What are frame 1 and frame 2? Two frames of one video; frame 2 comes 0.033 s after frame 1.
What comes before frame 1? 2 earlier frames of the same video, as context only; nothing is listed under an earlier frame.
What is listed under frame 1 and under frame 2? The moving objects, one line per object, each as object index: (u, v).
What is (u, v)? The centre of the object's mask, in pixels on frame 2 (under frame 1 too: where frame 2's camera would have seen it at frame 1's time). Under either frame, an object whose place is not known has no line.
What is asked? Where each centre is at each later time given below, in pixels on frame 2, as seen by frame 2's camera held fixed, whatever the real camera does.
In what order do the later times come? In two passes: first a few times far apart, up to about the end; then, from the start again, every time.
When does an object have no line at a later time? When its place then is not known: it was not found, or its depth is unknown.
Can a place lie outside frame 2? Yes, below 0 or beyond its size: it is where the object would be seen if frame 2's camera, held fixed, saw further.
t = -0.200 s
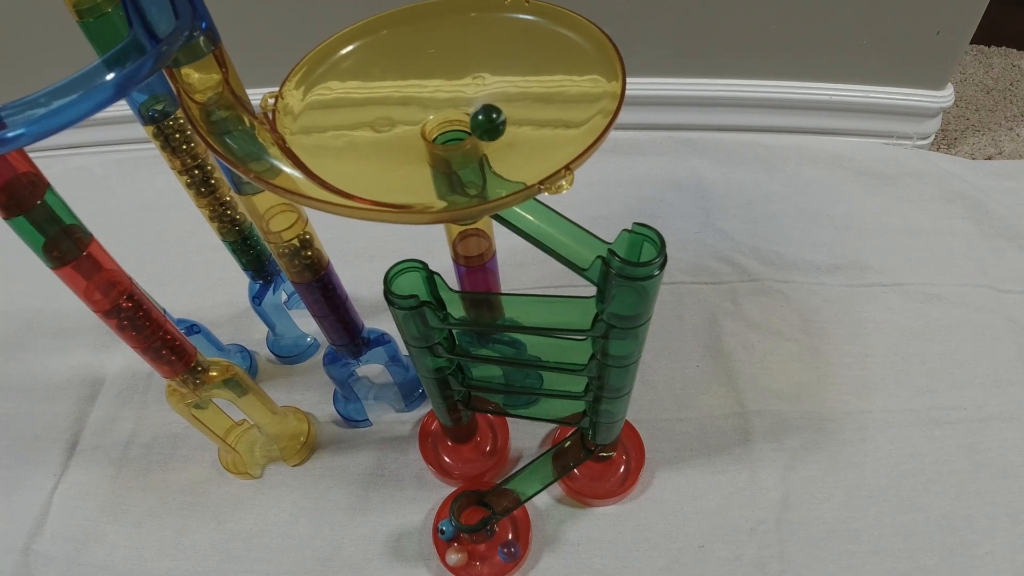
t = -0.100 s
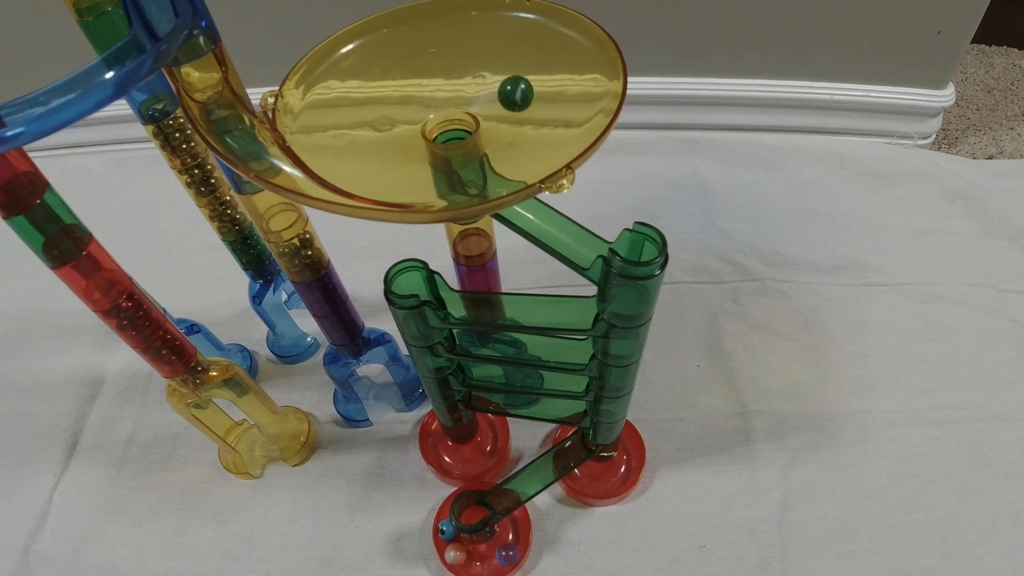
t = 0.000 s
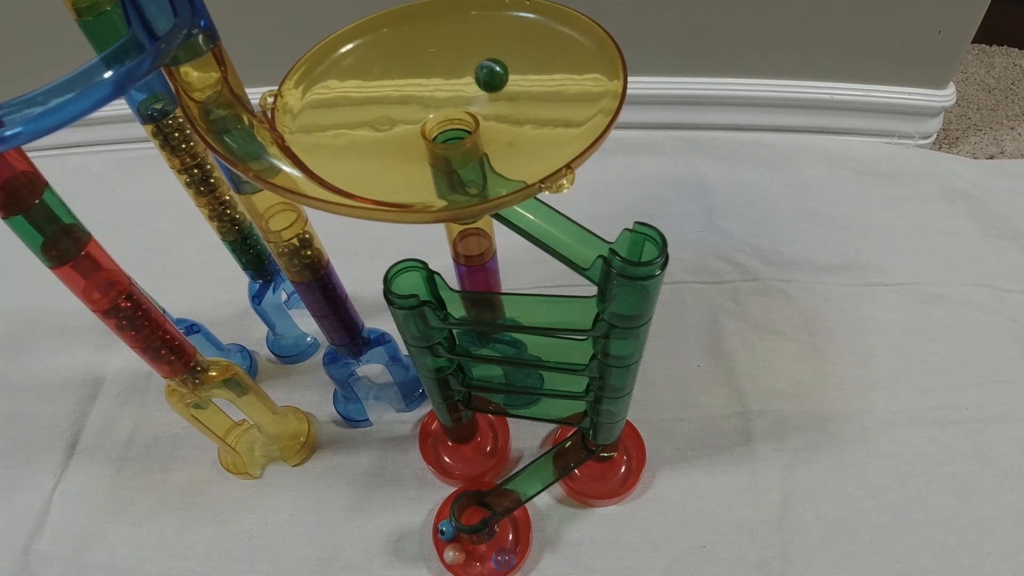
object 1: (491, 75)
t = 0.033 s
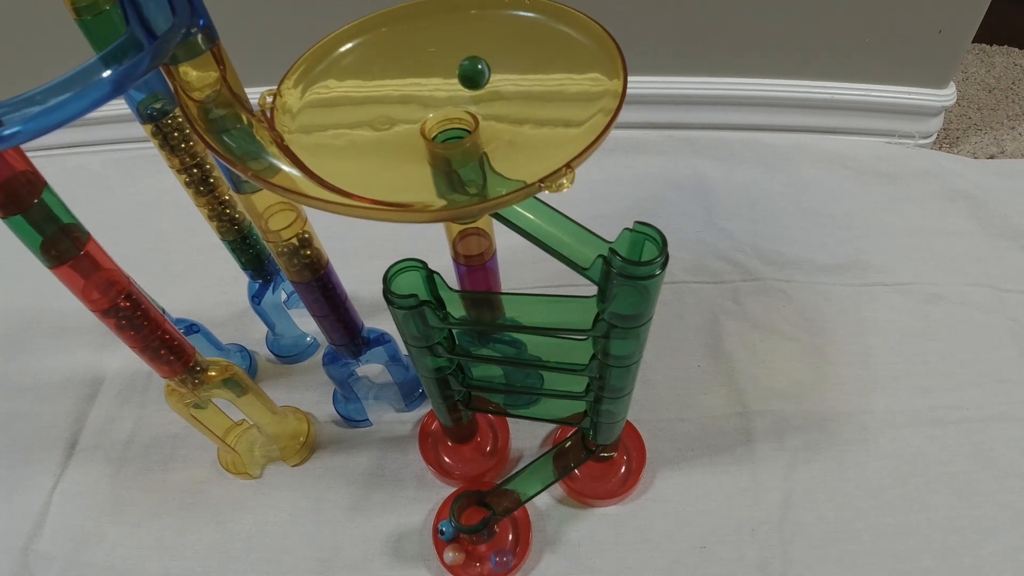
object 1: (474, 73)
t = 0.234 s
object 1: (368, 104)
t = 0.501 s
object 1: (460, 125)
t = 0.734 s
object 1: (455, 52)
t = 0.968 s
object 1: (400, 116)
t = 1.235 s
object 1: (496, 105)
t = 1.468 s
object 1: (393, 82)
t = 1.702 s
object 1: (418, 128)
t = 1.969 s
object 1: (476, 65)
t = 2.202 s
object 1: (403, 123)
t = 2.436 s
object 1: (477, 114)
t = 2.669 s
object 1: (400, 77)
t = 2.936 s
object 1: (471, 118)
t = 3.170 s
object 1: (452, 83)
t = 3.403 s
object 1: (408, 131)
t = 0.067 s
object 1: (453, 74)
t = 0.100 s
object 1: (430, 77)
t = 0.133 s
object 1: (409, 83)
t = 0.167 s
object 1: (391, 89)
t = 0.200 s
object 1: (376, 96)
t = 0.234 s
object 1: (368, 104)
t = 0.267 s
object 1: (364, 112)
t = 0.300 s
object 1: (365, 120)
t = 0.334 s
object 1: (371, 126)
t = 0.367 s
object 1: (382, 131)
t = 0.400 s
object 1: (397, 134)
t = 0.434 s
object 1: (417, 134)
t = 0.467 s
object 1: (439, 132)
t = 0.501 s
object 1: (460, 125)
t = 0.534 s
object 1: (477, 112)
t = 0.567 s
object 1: (486, 95)
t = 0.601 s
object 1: (487, 80)
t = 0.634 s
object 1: (483, 68)
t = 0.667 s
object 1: (476, 59)
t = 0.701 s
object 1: (466, 54)
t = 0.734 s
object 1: (455, 52)
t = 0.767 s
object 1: (443, 54)
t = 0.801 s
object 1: (431, 58)
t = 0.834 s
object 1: (419, 66)
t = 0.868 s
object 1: (409, 77)
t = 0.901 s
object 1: (401, 89)
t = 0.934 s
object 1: (397, 103)
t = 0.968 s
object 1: (400, 116)
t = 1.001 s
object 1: (408, 127)
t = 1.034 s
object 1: (422, 133)
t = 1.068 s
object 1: (438, 135)
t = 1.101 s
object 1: (455, 134)
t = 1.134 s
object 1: (471, 129)
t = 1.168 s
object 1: (484, 122)
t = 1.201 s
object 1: (493, 114)
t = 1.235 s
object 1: (496, 105)
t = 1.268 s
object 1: (492, 95)
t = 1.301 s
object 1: (482, 88)
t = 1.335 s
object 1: (466, 82)
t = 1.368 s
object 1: (447, 78)
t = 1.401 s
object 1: (426, 77)
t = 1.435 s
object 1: (409, 78)
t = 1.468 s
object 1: (393, 82)
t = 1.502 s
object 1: (382, 87)
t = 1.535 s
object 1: (375, 94)
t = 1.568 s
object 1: (373, 102)
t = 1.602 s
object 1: (375, 110)
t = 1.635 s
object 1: (384, 117)
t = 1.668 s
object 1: (398, 124)
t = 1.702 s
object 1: (418, 128)
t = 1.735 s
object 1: (442, 128)
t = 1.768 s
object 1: (465, 121)
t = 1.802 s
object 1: (482, 108)
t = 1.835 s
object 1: (491, 94)
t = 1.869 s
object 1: (494, 83)
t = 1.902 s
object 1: (492, 73)
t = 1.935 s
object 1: (486, 67)
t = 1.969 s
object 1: (476, 65)
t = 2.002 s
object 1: (463, 65)
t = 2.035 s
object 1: (449, 70)
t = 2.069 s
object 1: (433, 78)
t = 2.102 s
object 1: (419, 89)
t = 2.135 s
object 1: (408, 101)
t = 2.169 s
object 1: (402, 113)
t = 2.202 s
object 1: (403, 123)
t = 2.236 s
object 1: (408, 131)
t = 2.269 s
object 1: (418, 135)
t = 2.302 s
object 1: (431, 136)
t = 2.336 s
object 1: (445, 135)
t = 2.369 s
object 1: (458, 130)
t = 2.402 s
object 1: (470, 124)
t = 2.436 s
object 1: (477, 114)
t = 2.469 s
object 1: (477, 104)
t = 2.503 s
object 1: (469, 92)
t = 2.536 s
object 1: (456, 82)
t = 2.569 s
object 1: (440, 76)
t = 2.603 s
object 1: (425, 73)
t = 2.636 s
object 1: (412, 74)
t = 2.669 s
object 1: (400, 77)
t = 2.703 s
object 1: (393, 83)
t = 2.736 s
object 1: (389, 90)
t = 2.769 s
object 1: (390, 99)
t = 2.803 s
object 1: (396, 109)
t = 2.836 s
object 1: (409, 118)
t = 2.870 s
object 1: (428, 125)
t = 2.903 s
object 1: (450, 125)
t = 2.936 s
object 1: (471, 118)
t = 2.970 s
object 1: (486, 108)
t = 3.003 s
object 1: (494, 97)
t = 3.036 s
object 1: (496, 89)
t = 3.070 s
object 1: (492, 83)
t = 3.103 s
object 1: (483, 80)
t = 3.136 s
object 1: (470, 80)
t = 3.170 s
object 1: (452, 83)
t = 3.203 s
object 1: (434, 90)
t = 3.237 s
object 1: (417, 98)
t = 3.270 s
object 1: (404, 106)
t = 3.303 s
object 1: (397, 114)
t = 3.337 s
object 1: (396, 121)
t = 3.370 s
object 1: (400, 126)
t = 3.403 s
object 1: (408, 131)
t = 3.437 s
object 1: (421, 131)
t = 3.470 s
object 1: (436, 130)
